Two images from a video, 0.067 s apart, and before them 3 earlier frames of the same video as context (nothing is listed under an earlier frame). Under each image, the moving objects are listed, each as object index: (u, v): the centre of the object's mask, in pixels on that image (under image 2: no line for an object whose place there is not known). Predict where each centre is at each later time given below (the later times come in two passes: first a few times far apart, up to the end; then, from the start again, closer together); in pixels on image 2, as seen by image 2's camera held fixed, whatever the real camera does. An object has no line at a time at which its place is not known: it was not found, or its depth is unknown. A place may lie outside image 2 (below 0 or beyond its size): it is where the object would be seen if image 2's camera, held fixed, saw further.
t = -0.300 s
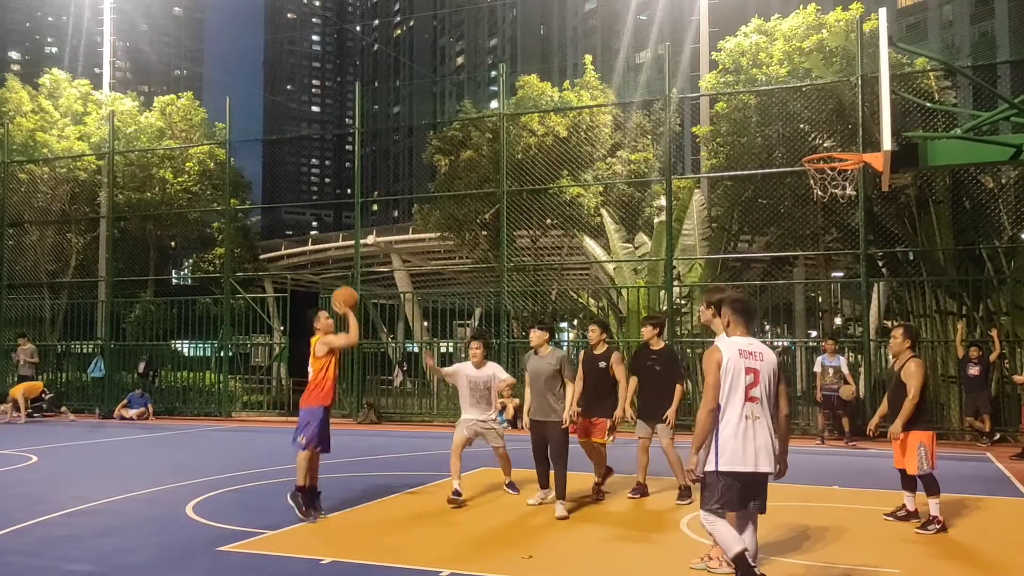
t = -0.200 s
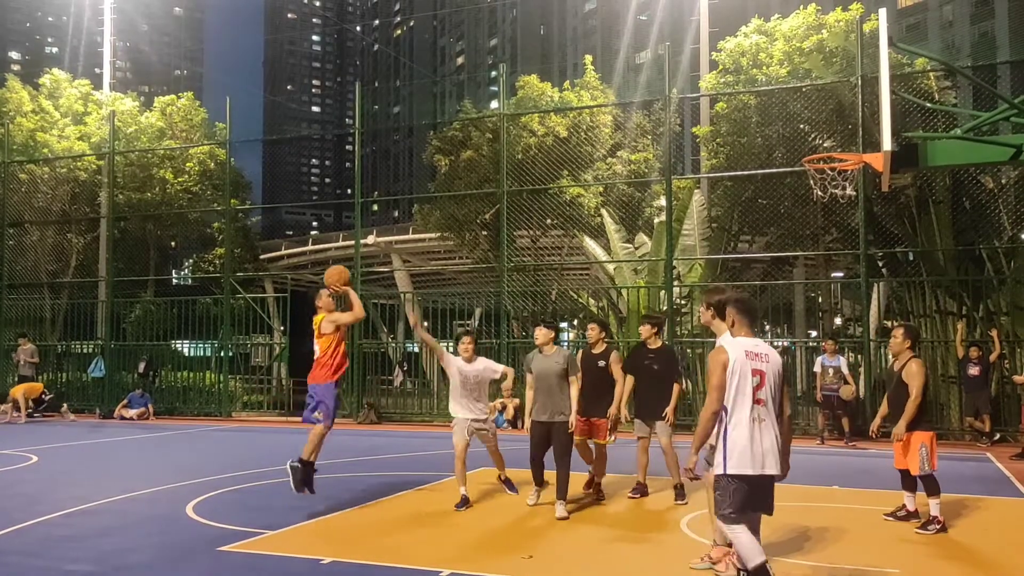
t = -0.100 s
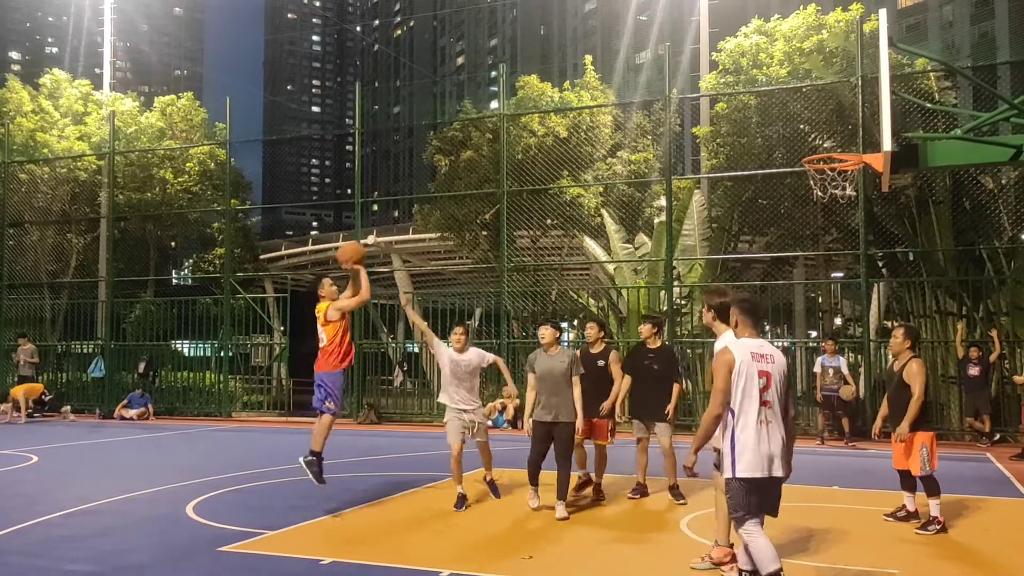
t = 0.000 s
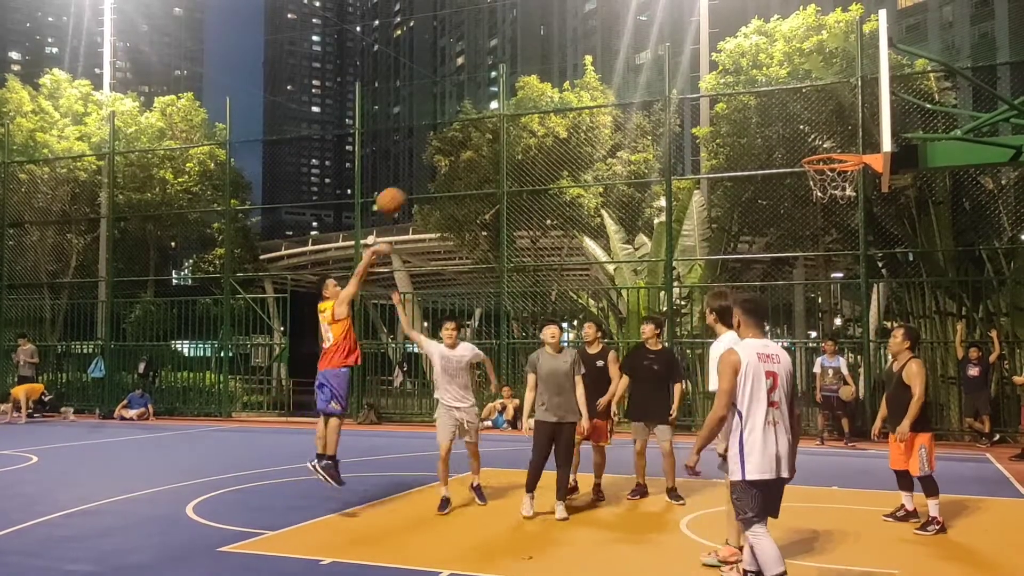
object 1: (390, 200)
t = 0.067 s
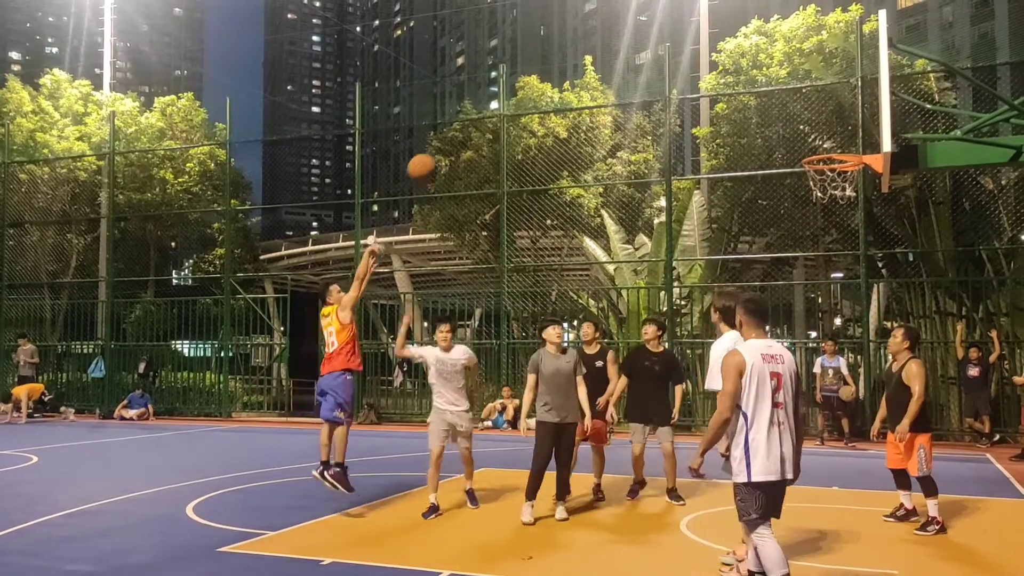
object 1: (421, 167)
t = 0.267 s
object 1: (514, 93)
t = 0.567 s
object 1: (657, 62)
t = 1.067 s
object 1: (849, 206)
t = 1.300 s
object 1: (850, 324)
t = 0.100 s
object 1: (437, 152)
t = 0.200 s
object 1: (482, 114)
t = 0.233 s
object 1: (498, 103)
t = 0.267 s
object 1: (514, 93)
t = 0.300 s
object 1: (529, 86)
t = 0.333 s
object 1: (547, 79)
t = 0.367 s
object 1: (561, 72)
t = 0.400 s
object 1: (577, 69)
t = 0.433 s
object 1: (593, 64)
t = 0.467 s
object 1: (608, 61)
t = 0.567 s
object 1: (657, 62)
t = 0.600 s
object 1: (672, 65)
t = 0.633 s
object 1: (689, 69)
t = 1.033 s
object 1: (849, 194)
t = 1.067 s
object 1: (849, 206)
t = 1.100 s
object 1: (849, 218)
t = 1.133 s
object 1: (848, 233)
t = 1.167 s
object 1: (848, 250)
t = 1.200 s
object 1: (848, 266)
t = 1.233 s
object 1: (848, 284)
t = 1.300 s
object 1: (850, 324)
